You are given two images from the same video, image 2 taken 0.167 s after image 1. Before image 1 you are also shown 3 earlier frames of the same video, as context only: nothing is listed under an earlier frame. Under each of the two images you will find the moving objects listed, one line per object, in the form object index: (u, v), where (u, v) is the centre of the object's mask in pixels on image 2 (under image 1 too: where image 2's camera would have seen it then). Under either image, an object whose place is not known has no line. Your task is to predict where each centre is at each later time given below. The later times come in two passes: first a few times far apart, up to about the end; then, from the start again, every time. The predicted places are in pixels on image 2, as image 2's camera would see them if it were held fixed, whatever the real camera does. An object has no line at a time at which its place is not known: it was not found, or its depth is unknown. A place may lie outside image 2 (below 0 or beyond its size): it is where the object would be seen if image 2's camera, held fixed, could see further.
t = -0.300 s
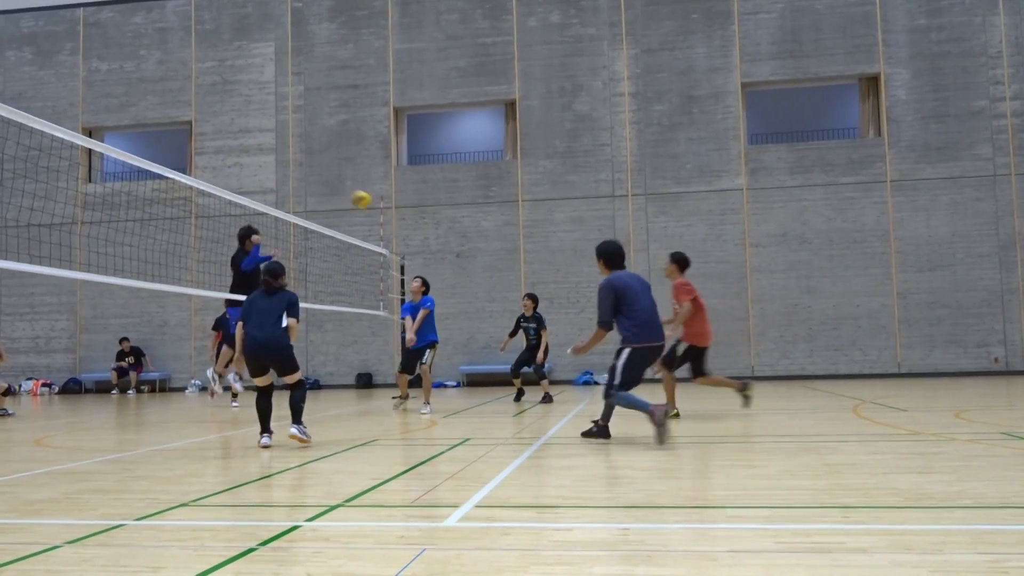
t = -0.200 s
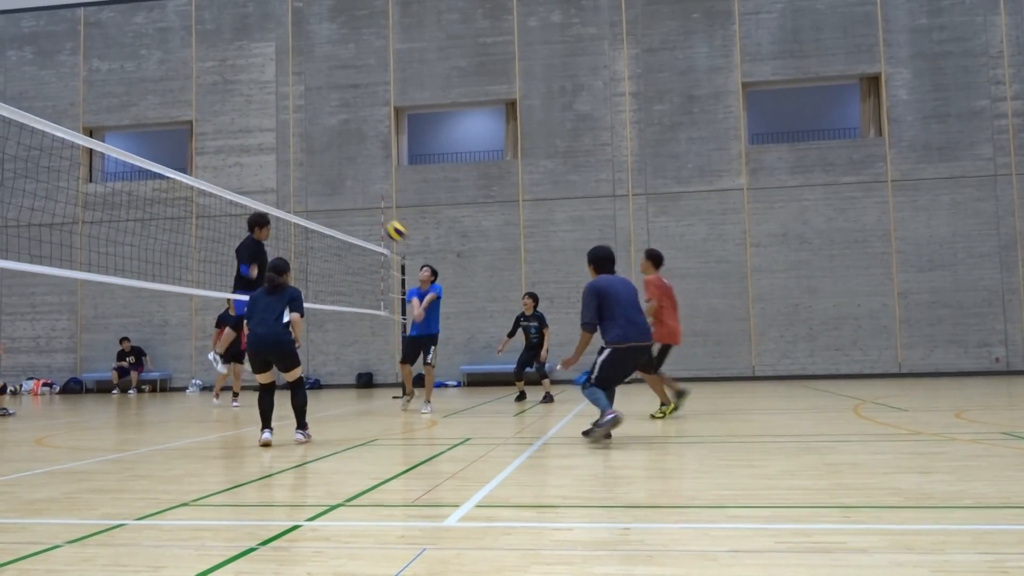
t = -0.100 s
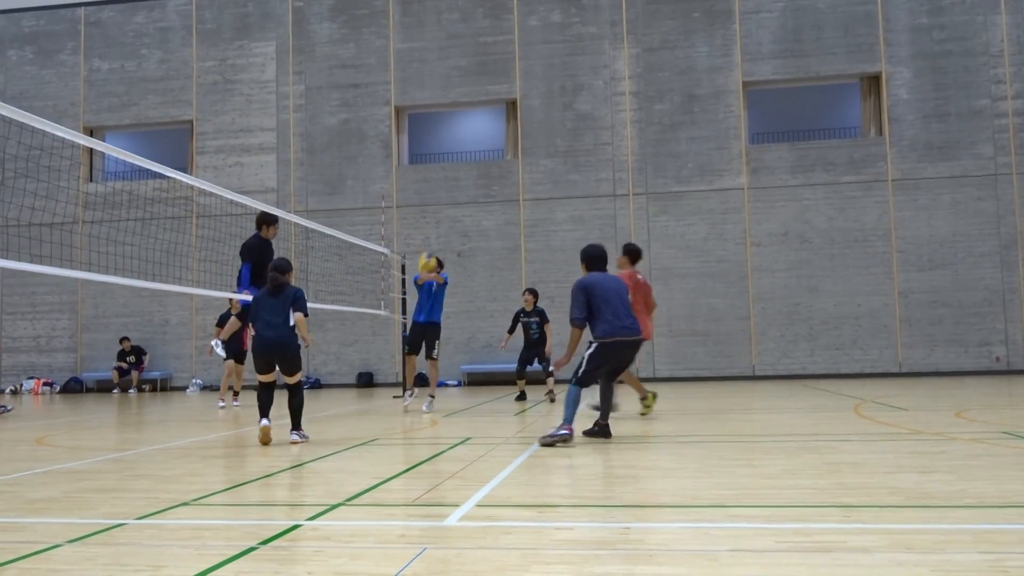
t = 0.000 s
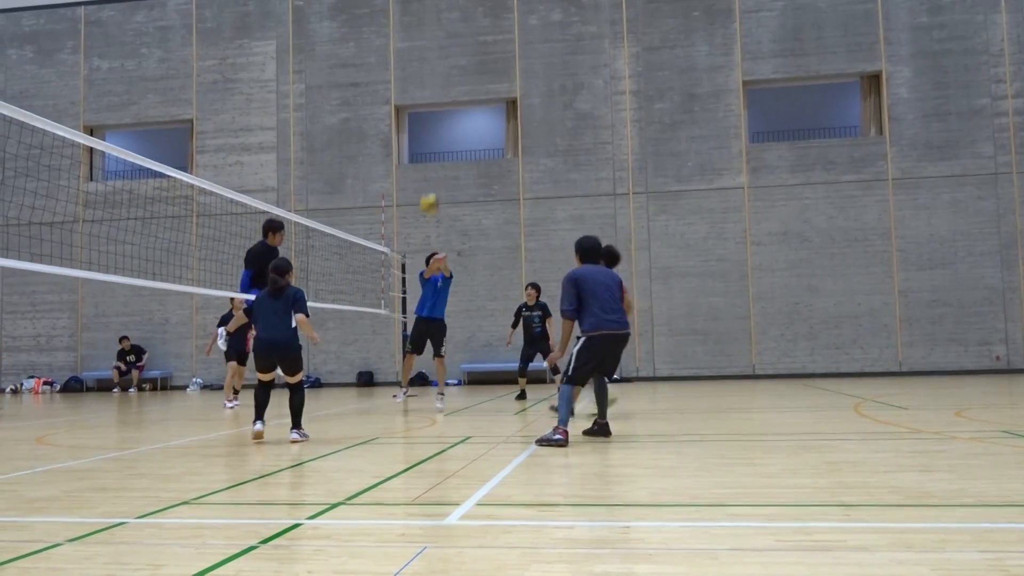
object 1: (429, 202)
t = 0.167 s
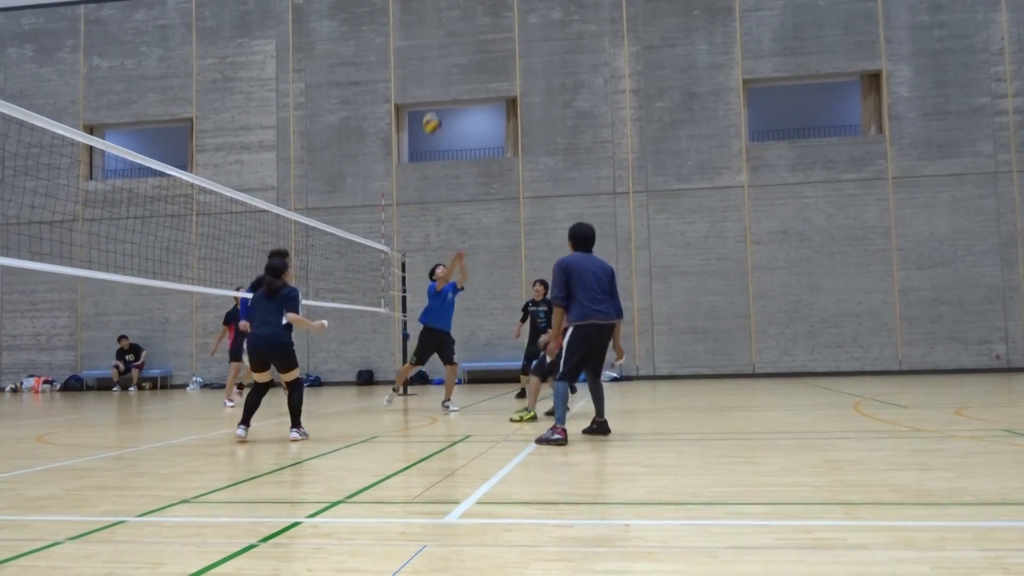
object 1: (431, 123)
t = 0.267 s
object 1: (435, 90)
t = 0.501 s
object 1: (442, 43)
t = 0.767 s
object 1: (452, 46)
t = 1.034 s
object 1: (463, 108)
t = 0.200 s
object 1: (432, 111)
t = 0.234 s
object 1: (434, 101)
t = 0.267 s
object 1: (435, 90)
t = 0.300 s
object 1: (436, 80)
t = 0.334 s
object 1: (437, 72)
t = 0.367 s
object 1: (438, 64)
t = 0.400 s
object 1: (439, 58)
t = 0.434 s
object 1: (440, 52)
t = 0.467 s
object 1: (441, 47)
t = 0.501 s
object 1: (442, 43)
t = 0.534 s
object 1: (443, 40)
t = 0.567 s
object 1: (444, 38)
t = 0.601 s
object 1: (446, 37)
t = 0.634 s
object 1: (447, 37)
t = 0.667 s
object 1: (448, 38)
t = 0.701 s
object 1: (450, 40)
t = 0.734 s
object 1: (451, 43)
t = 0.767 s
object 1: (452, 46)
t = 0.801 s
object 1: (454, 51)
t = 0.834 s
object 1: (455, 56)
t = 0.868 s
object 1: (456, 63)
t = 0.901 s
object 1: (457, 70)
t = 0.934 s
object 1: (459, 78)
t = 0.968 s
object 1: (459, 87)
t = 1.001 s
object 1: (462, 97)
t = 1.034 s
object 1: (463, 108)
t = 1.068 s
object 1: (465, 121)
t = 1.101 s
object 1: (466, 133)
